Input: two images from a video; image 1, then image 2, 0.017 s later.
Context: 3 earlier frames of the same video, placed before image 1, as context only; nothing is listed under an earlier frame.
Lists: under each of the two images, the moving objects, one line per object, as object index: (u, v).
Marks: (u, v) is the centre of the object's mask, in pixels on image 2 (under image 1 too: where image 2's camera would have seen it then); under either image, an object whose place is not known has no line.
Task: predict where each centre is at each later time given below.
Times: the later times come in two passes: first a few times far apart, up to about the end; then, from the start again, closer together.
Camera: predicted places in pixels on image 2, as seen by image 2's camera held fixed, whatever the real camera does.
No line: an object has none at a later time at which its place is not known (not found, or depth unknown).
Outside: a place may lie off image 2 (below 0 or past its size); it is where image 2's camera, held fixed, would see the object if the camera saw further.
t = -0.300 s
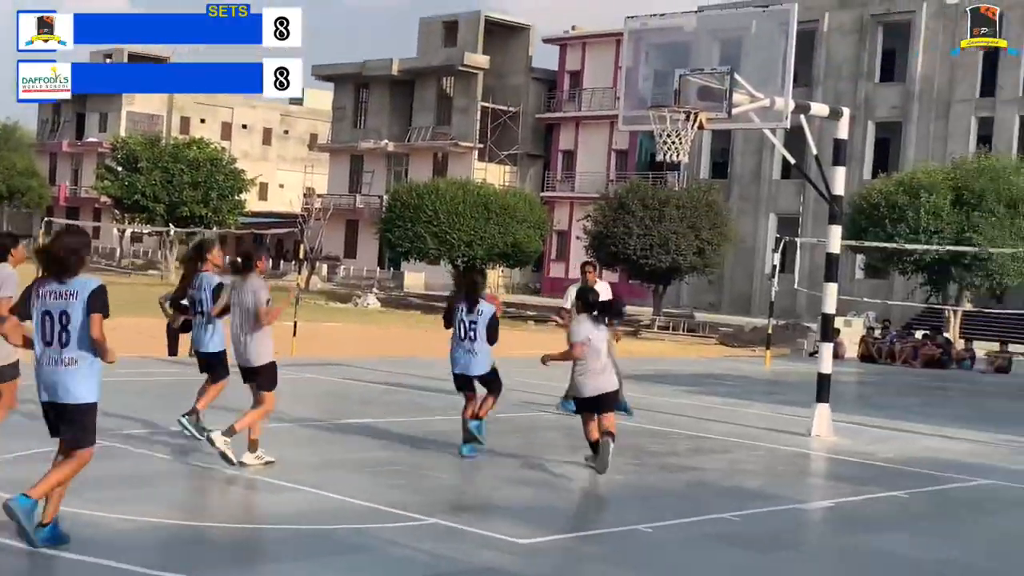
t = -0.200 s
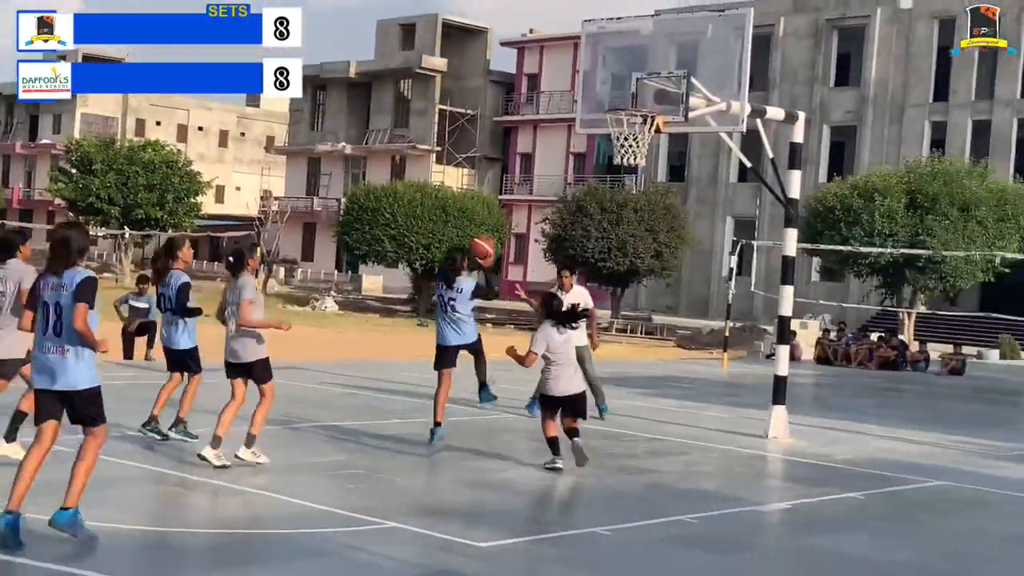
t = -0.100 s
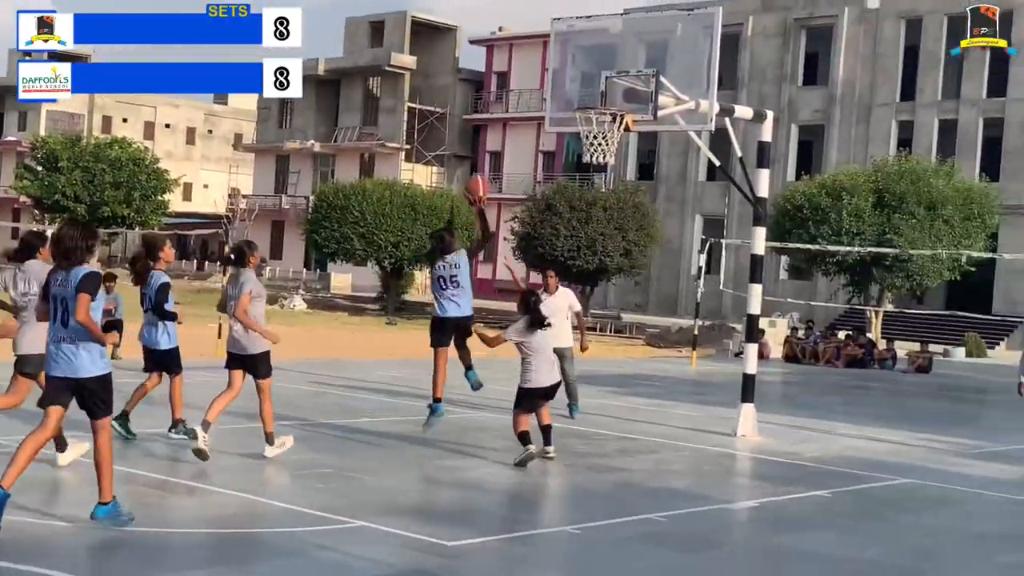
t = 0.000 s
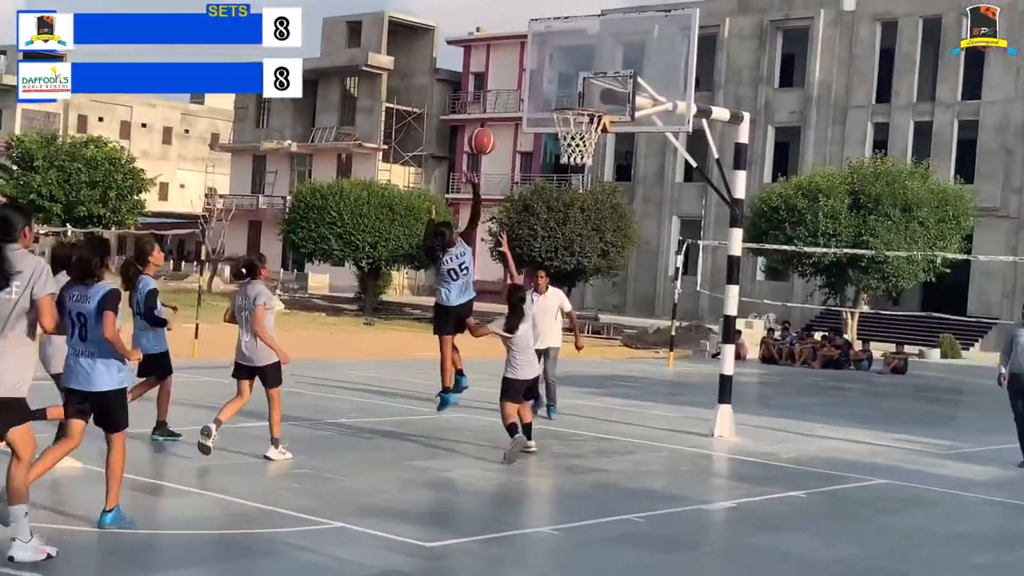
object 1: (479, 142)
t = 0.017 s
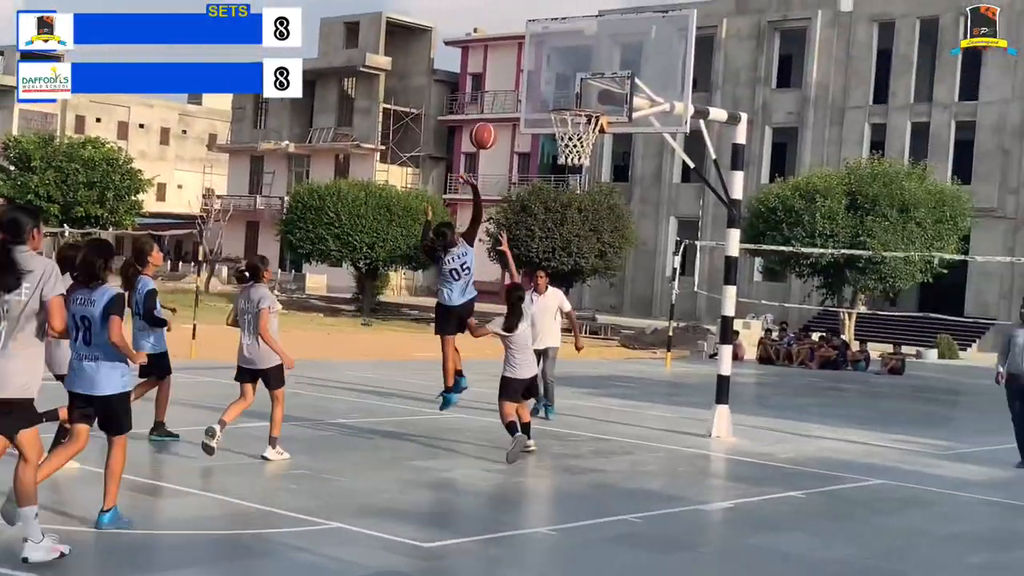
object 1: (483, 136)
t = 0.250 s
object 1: (540, 80)
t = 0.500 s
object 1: (584, 86)
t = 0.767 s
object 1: (573, 96)
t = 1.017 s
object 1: (582, 119)
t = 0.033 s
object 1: (488, 130)
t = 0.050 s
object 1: (492, 124)
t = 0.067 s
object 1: (497, 118)
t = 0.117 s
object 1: (509, 104)
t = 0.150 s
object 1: (517, 96)
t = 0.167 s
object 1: (520, 93)
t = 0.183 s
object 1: (524, 90)
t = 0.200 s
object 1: (529, 86)
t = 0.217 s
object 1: (533, 84)
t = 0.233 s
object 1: (536, 82)
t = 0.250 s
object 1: (540, 80)
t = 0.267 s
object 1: (544, 78)
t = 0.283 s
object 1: (548, 77)
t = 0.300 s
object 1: (551, 76)
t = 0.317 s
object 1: (555, 76)
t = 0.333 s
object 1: (557, 76)
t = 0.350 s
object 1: (561, 75)
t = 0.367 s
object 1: (565, 76)
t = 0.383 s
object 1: (568, 76)
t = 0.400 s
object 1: (572, 77)
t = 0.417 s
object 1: (576, 78)
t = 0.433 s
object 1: (579, 80)
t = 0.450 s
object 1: (582, 82)
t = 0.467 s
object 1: (584, 84)
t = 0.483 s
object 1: (584, 85)
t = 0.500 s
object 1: (584, 86)
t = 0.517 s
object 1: (580, 89)
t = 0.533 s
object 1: (578, 90)
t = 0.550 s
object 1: (575, 92)
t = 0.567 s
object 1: (572, 96)
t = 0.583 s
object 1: (568, 98)
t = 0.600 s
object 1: (566, 99)
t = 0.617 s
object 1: (563, 101)
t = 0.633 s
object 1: (565, 99)
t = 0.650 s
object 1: (566, 98)
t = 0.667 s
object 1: (568, 97)
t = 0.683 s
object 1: (568, 97)
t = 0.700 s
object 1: (569, 97)
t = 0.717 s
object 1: (570, 97)
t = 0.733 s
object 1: (571, 96)
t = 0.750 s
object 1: (572, 97)
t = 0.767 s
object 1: (573, 96)
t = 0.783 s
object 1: (574, 95)
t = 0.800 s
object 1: (574, 95)
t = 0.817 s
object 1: (576, 95)
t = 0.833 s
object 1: (576, 96)
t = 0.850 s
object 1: (577, 97)
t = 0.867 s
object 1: (579, 96)
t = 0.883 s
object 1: (579, 97)
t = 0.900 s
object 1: (578, 99)
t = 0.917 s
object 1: (579, 101)
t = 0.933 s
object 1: (580, 103)
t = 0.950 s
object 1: (581, 106)
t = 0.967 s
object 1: (581, 109)
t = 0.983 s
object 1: (582, 111)
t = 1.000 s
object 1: (582, 115)
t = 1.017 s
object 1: (582, 119)
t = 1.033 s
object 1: (582, 123)
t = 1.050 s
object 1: (583, 127)
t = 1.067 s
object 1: (584, 134)
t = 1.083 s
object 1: (585, 137)
